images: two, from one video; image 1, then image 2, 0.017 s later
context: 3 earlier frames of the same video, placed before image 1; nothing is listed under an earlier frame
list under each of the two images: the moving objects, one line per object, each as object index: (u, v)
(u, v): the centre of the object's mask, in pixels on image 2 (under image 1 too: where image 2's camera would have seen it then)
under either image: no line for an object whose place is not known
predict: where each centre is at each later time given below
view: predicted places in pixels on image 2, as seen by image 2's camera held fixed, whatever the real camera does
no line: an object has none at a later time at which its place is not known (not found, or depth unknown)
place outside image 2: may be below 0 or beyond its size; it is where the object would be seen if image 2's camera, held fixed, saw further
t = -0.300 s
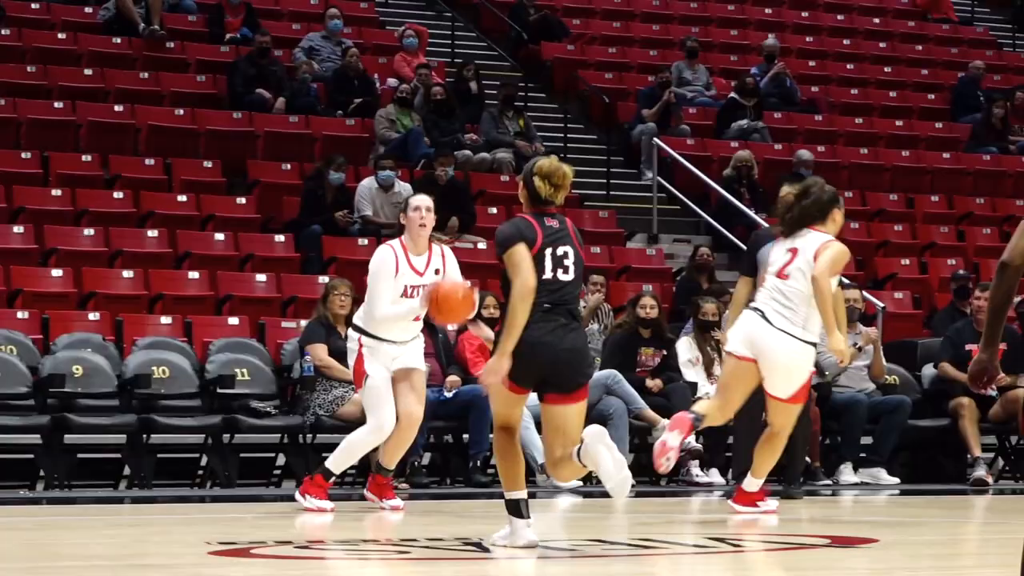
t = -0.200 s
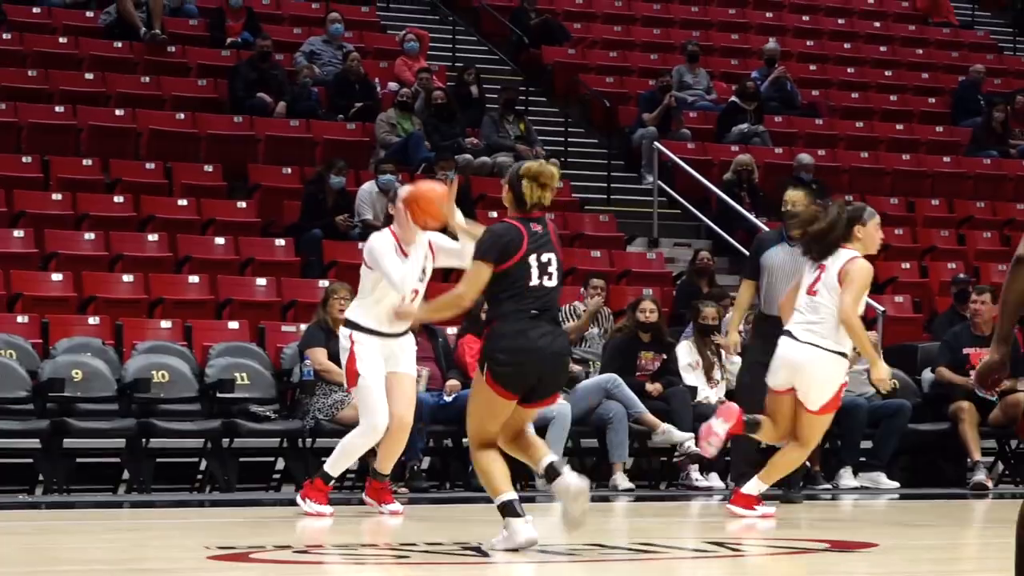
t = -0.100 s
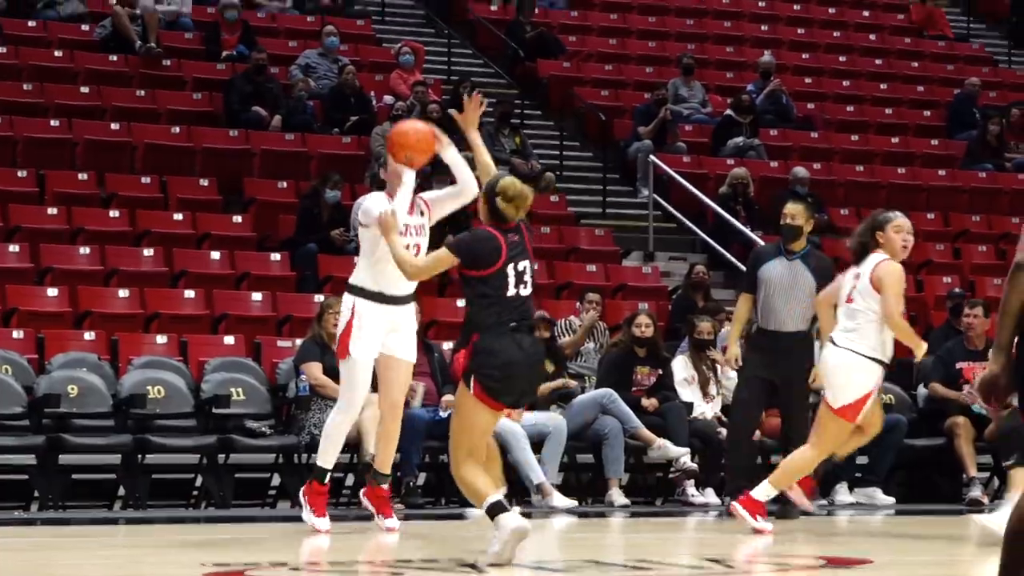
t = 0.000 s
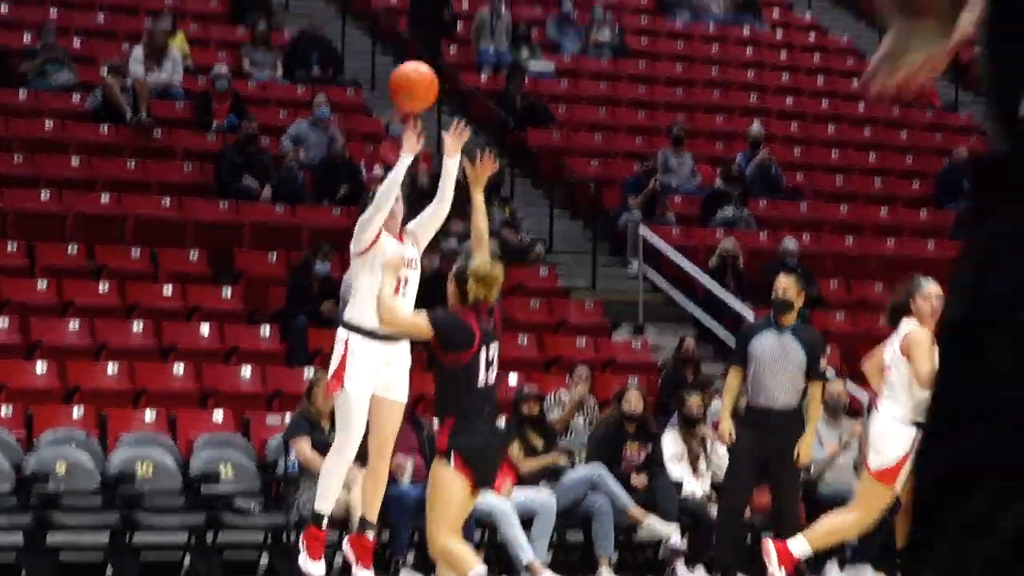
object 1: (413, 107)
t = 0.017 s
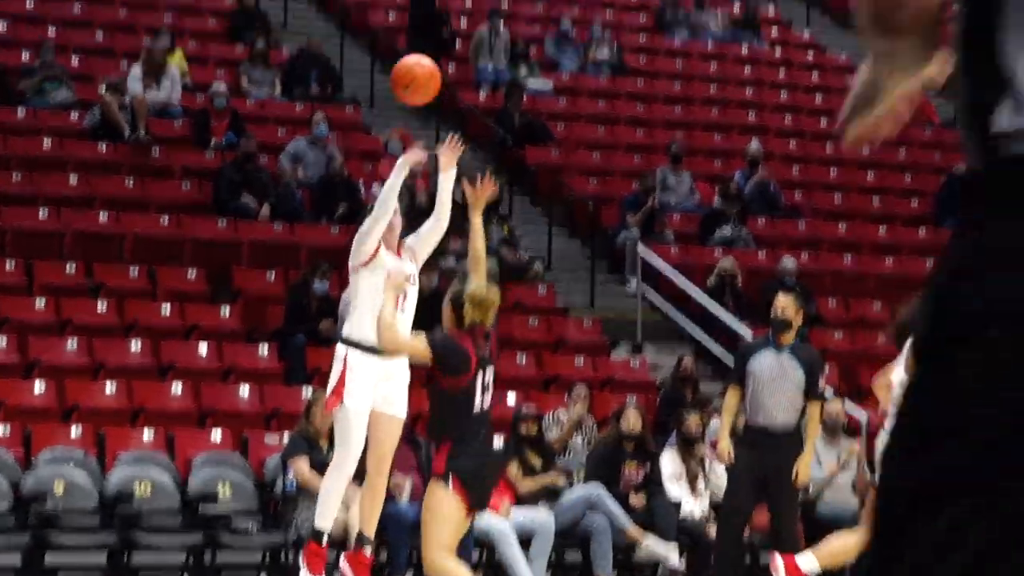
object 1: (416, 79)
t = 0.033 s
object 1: (418, 51)
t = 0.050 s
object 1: (421, 23)
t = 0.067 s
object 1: (425, -3)
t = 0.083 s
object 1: (428, -28)
